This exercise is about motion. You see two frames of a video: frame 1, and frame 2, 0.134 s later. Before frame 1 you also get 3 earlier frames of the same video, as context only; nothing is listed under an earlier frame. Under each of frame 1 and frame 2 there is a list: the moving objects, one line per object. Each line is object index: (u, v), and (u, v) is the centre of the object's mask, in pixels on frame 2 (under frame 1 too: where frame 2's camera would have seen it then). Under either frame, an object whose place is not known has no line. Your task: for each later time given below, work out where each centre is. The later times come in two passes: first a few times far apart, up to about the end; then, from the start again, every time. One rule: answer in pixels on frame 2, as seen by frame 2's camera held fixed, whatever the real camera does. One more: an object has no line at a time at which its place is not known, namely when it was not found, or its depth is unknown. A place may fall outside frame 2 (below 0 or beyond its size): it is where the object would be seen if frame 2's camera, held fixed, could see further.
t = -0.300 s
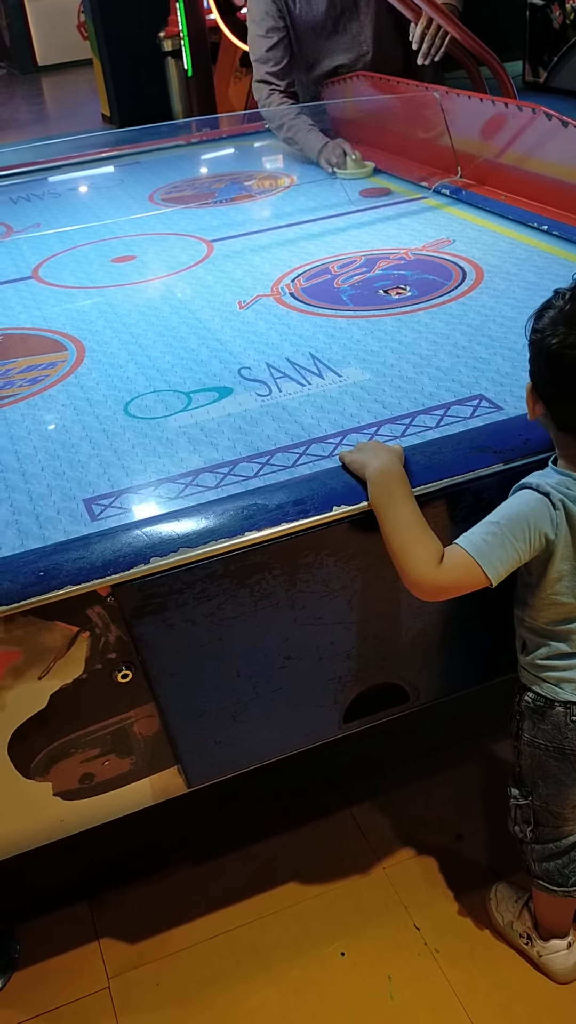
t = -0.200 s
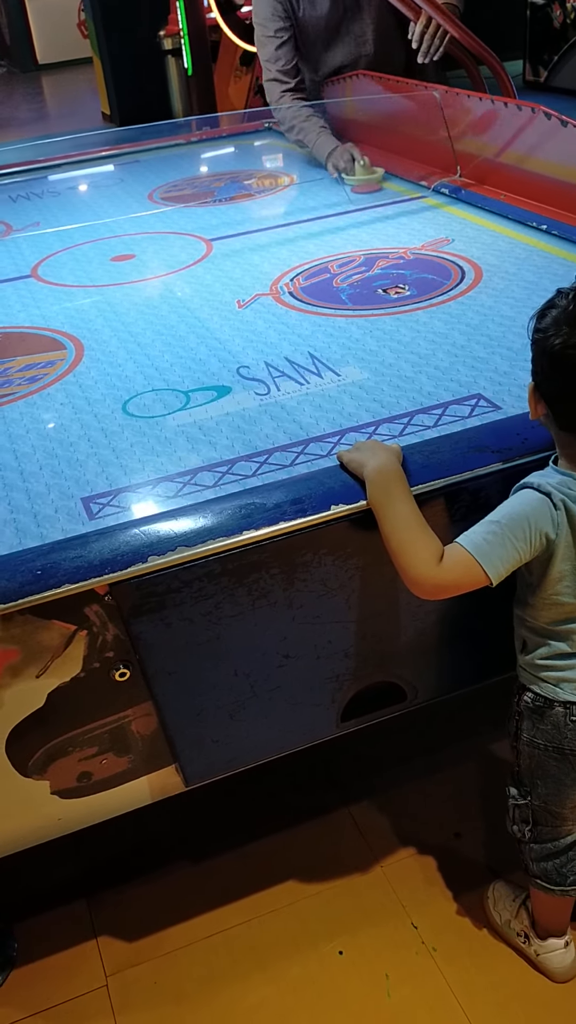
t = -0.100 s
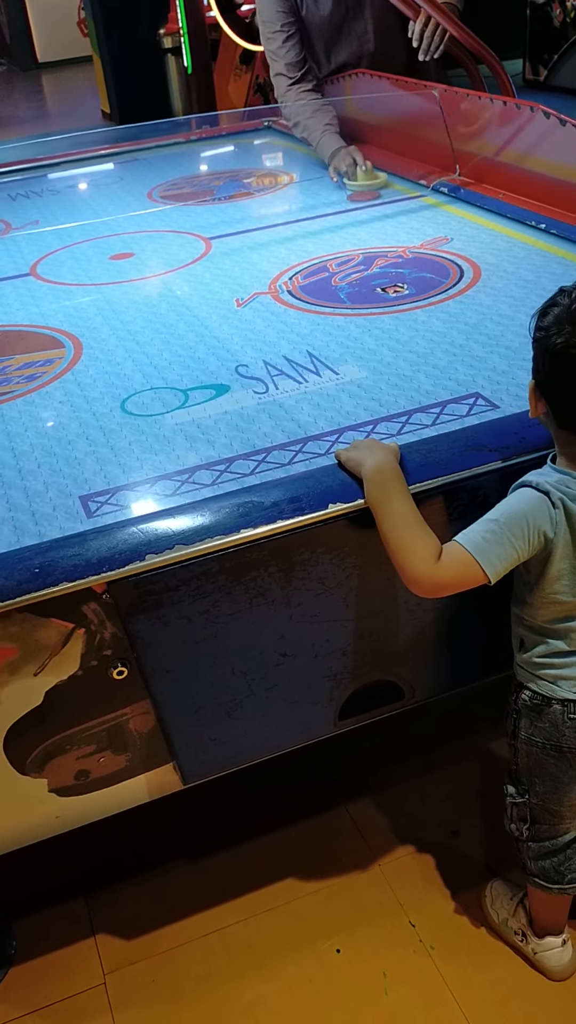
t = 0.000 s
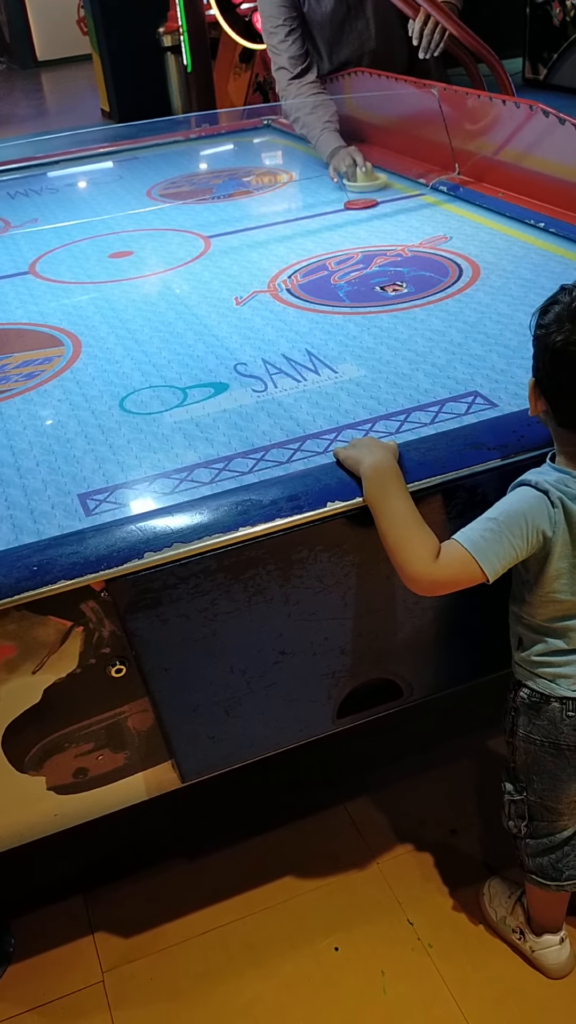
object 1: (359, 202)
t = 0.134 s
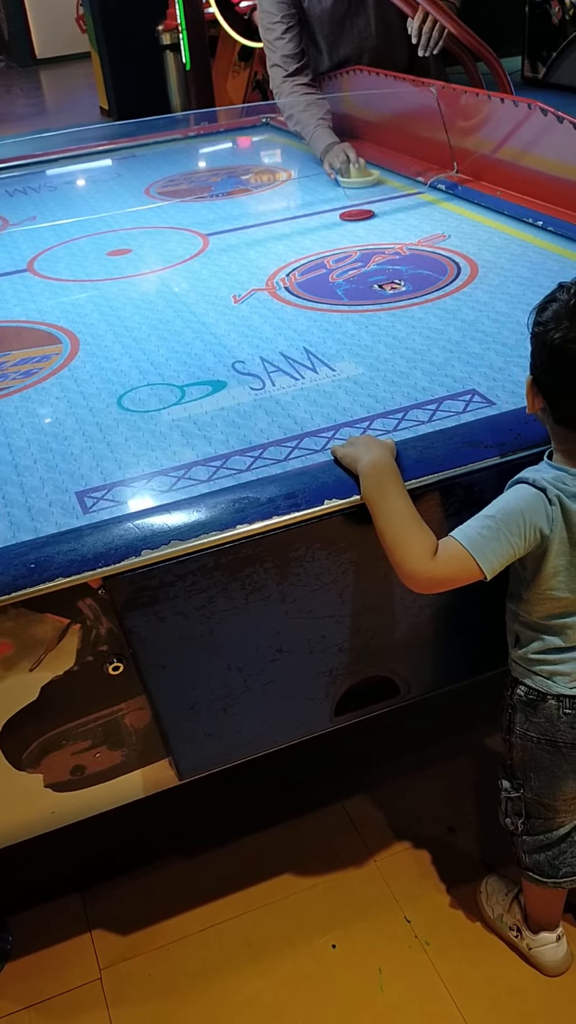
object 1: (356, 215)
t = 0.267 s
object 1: (354, 229)
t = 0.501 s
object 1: (351, 256)
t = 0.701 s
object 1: (347, 283)
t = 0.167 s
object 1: (356, 218)
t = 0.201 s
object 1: (355, 222)
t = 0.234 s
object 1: (355, 225)
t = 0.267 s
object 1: (354, 229)
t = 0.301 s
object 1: (354, 232)
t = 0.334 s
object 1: (353, 236)
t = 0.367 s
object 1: (352, 240)
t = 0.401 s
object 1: (352, 244)
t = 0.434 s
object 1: (351, 248)
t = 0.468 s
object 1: (351, 252)
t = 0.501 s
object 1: (351, 256)
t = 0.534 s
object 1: (350, 260)
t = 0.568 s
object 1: (349, 264)
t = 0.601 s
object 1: (348, 269)
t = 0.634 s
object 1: (348, 273)
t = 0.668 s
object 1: (347, 278)
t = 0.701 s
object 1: (347, 283)
